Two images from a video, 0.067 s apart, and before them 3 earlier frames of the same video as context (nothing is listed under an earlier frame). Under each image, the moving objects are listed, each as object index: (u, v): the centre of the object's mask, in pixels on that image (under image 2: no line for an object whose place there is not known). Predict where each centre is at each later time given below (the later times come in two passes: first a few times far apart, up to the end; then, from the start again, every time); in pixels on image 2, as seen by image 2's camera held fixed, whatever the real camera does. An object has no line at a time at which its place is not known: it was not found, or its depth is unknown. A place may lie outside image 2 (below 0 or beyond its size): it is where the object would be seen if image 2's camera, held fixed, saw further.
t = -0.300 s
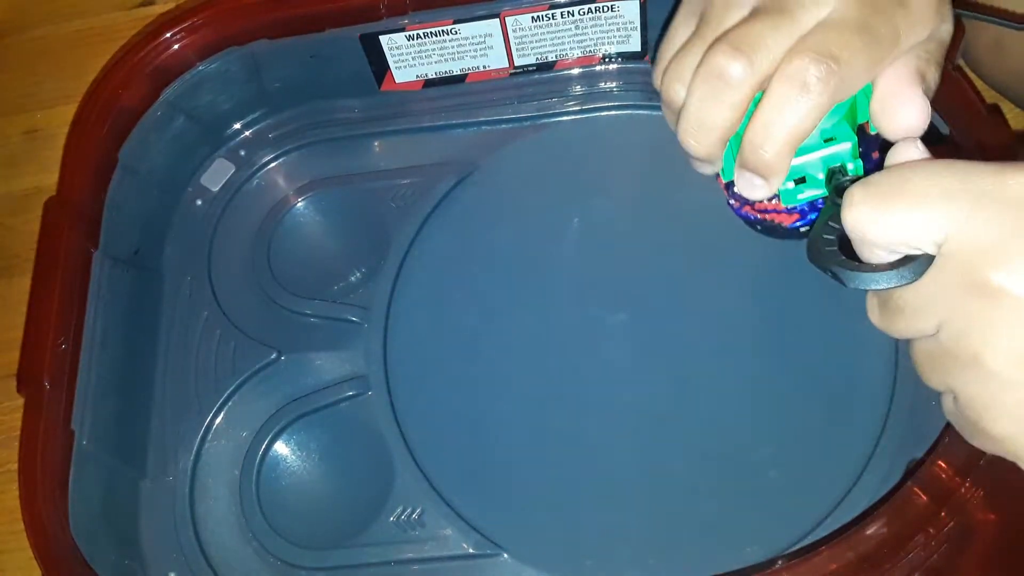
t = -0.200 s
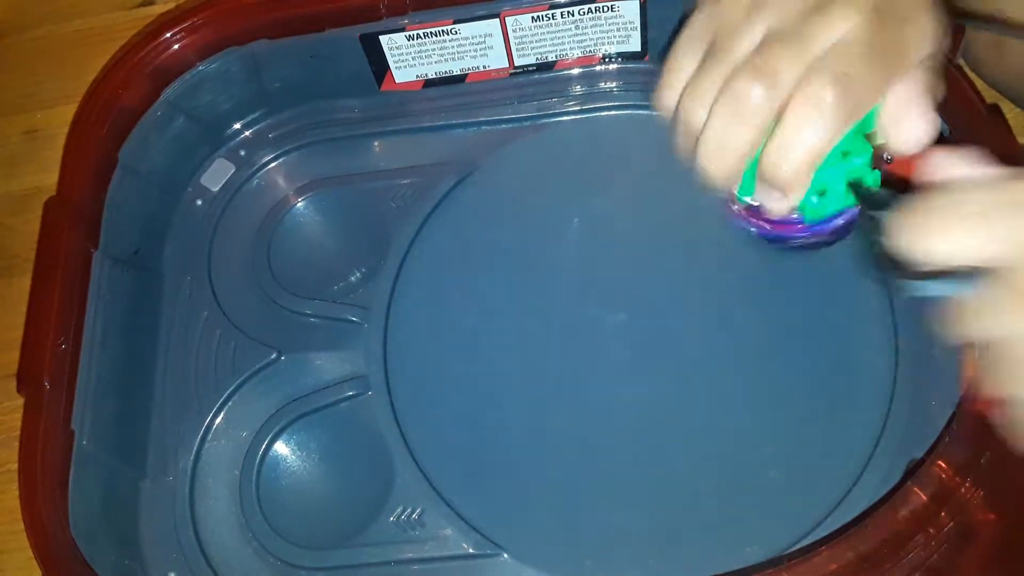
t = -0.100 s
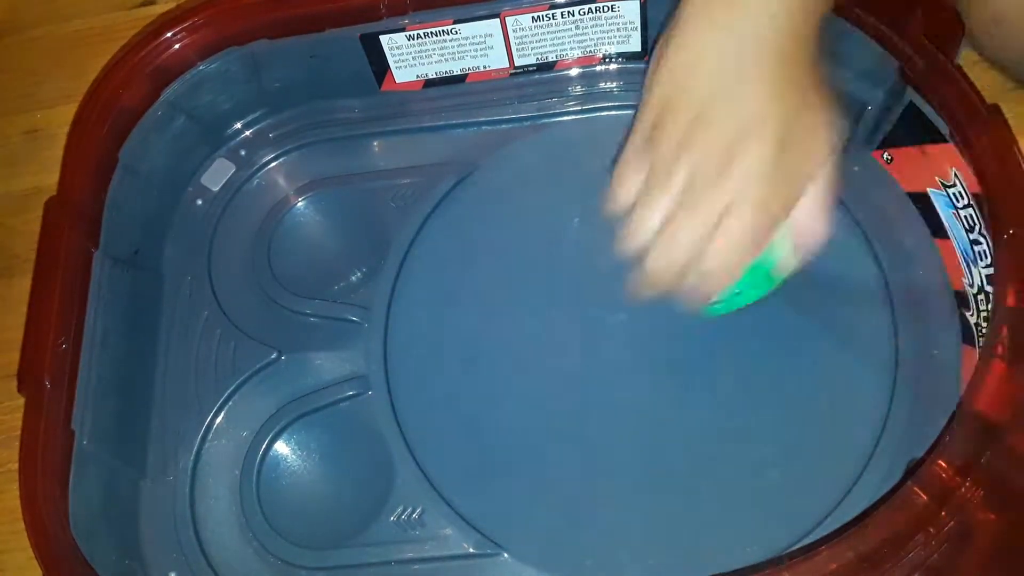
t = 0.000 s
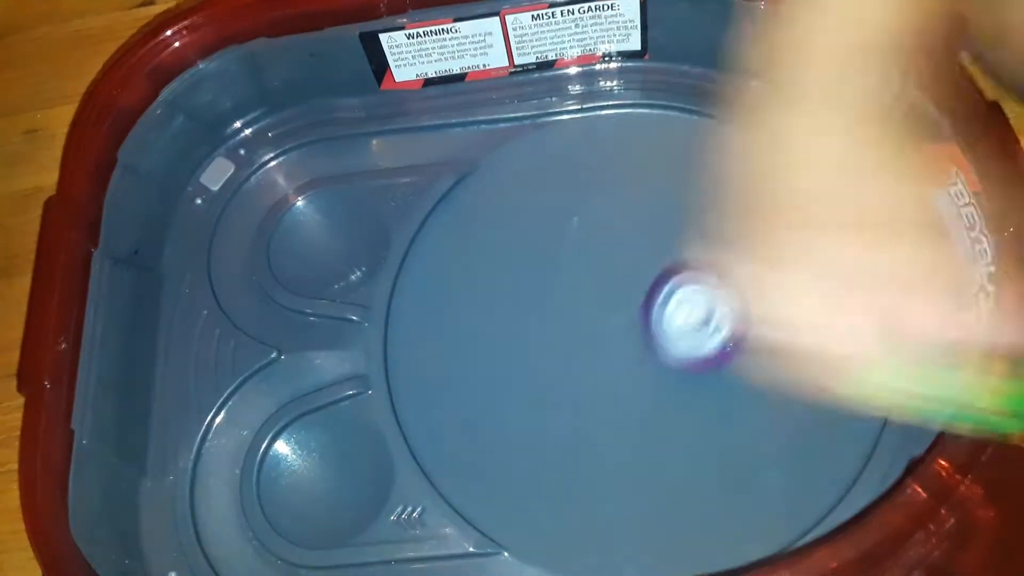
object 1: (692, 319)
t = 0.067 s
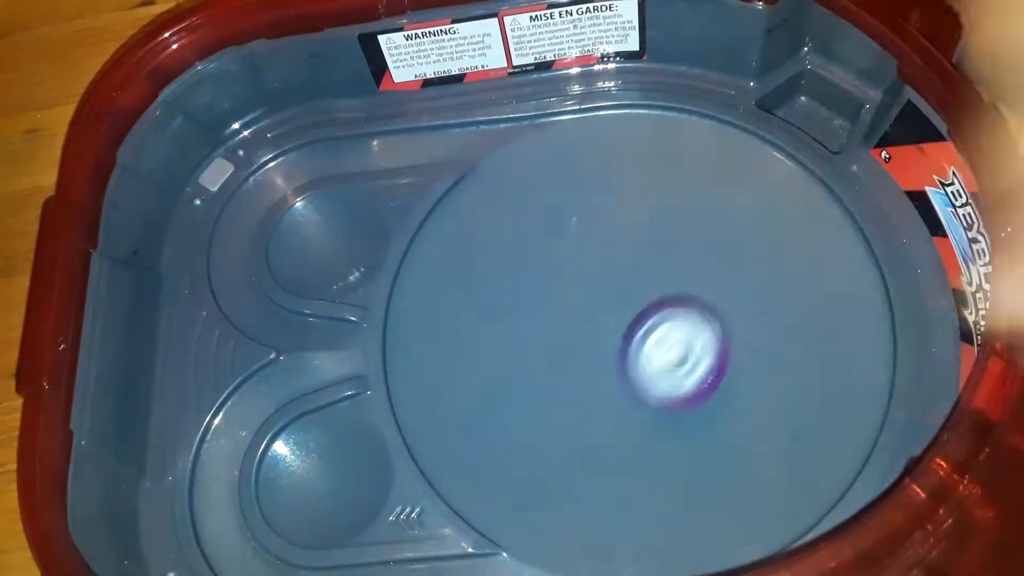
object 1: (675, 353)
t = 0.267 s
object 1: (597, 439)
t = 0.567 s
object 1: (573, 426)
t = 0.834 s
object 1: (621, 324)
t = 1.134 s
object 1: (614, 294)
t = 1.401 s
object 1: (526, 359)
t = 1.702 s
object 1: (505, 424)
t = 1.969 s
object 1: (583, 378)
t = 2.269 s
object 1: (591, 262)
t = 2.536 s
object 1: (516, 234)
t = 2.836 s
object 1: (474, 318)
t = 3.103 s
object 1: (536, 332)
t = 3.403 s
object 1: (615, 214)
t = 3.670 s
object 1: (588, 200)
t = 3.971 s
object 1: (547, 284)
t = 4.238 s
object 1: (695, 307)
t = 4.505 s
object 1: (747, 222)
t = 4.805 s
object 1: (552, 221)
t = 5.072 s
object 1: (531, 450)
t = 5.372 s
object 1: (813, 428)
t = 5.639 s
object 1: (747, 165)
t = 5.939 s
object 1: (442, 244)
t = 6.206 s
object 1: (584, 524)
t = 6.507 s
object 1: (854, 316)
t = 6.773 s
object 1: (648, 137)
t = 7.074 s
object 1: (421, 337)
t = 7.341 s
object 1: (657, 525)
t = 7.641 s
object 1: (840, 277)
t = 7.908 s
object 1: (610, 147)
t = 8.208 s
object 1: (422, 369)
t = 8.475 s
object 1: (668, 516)
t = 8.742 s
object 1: (813, 294)
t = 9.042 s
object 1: (582, 160)
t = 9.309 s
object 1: (435, 349)
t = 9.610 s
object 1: (688, 483)
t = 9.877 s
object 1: (790, 264)
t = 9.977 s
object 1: (732, 195)
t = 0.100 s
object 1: (662, 369)
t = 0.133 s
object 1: (648, 385)
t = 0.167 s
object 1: (635, 401)
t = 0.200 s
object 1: (622, 415)
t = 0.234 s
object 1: (609, 428)
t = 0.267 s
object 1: (597, 439)
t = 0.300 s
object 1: (588, 447)
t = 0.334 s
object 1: (579, 454)
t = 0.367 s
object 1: (572, 458)
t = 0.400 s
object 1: (568, 459)
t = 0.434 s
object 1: (565, 457)
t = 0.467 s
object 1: (565, 453)
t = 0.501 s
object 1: (566, 447)
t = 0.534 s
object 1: (569, 437)
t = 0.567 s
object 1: (573, 426)
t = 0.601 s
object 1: (579, 414)
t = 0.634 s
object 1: (584, 401)
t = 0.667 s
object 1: (591, 388)
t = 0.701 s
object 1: (598, 374)
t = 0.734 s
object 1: (604, 360)
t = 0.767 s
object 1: (610, 347)
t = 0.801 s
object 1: (616, 335)
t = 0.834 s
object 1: (621, 324)
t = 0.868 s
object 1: (626, 315)
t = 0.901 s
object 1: (629, 306)
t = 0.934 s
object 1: (631, 300)
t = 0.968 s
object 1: (632, 295)
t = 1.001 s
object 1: (631, 291)
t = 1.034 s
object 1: (629, 290)
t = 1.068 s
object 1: (626, 290)
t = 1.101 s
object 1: (621, 291)
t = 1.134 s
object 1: (614, 294)
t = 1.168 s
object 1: (606, 299)
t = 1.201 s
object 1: (597, 304)
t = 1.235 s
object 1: (587, 312)
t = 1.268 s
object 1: (575, 320)
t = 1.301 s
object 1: (563, 329)
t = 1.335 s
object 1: (551, 338)
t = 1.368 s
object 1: (539, 348)
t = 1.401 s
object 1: (526, 359)
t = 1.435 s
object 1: (516, 369)
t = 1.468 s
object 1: (506, 380)
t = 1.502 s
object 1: (499, 389)
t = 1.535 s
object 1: (494, 398)
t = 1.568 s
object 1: (492, 406)
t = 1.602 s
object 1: (492, 412)
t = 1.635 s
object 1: (494, 418)
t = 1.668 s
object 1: (499, 421)
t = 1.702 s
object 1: (505, 424)
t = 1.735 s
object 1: (514, 424)
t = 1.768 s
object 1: (523, 423)
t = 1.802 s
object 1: (534, 420)
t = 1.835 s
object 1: (545, 415)
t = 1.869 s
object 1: (556, 408)
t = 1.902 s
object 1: (566, 400)
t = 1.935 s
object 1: (575, 390)
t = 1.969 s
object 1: (583, 378)
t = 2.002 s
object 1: (590, 366)
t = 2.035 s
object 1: (596, 352)
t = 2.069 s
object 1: (600, 339)
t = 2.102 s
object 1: (603, 326)
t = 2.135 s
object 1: (604, 311)
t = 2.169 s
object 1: (603, 298)
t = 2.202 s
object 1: (600, 286)
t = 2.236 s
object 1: (596, 273)
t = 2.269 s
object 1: (591, 262)
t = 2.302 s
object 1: (584, 253)
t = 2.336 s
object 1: (576, 244)
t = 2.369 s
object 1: (567, 238)
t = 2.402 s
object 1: (558, 233)
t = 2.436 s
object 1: (547, 231)
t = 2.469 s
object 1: (537, 230)
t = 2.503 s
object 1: (527, 231)
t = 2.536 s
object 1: (516, 234)
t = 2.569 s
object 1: (506, 239)
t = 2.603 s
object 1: (497, 245)
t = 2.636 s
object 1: (490, 253)
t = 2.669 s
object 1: (483, 263)
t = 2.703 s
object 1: (478, 273)
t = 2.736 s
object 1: (475, 284)
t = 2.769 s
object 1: (473, 296)
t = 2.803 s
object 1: (473, 307)
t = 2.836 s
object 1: (474, 318)
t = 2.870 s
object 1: (476, 328)
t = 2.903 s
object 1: (480, 336)
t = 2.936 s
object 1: (486, 343)
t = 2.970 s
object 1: (493, 347)
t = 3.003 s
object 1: (501, 347)
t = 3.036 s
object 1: (513, 345)
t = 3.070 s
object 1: (524, 340)
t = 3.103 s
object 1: (536, 332)
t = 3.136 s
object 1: (549, 321)
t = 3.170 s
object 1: (561, 309)
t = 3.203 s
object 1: (573, 295)
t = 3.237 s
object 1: (583, 280)
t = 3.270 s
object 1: (592, 266)
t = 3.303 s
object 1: (599, 252)
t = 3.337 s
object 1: (606, 238)
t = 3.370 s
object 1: (611, 225)
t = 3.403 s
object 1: (615, 214)
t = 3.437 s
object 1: (617, 205)
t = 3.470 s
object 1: (617, 198)
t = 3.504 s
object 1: (615, 193)
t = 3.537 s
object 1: (612, 190)
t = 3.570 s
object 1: (608, 189)
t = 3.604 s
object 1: (602, 191)
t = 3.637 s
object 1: (595, 195)
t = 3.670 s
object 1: (588, 200)
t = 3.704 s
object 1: (580, 207)
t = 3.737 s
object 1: (572, 215)
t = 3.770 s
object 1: (563, 224)
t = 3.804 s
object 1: (555, 233)
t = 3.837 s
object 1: (546, 242)
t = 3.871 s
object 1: (540, 251)
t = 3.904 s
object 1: (538, 261)
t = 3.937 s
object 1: (540, 272)
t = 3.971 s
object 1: (547, 284)
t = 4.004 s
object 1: (559, 295)
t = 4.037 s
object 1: (574, 304)
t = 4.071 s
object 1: (591, 311)
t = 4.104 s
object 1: (612, 315)
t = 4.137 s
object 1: (633, 317)
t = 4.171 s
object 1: (655, 316)
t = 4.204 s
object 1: (676, 313)
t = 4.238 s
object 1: (695, 307)
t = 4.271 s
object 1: (714, 299)
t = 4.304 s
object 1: (730, 290)
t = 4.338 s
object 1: (742, 281)
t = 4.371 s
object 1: (751, 269)
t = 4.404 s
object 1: (756, 257)
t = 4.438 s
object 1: (757, 245)
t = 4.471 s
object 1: (754, 233)
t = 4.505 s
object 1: (747, 222)
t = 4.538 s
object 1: (737, 211)
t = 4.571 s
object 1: (723, 201)
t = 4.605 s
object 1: (704, 194)
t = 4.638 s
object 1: (682, 187)
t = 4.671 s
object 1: (660, 184)
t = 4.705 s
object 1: (632, 186)
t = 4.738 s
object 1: (604, 192)
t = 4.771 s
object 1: (576, 204)
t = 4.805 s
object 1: (552, 221)
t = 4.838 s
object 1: (531, 242)
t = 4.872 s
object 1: (513, 269)
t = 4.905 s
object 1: (501, 297)
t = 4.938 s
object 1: (494, 329)
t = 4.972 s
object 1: (494, 360)
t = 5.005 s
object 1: (500, 393)
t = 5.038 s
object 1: (512, 423)
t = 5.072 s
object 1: (531, 450)
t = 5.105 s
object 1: (557, 477)
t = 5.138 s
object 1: (585, 497)
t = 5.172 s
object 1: (618, 511)
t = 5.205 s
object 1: (657, 519)
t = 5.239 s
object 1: (694, 520)
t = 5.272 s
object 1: (733, 511)
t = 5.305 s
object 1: (765, 490)
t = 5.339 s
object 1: (791, 461)
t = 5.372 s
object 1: (813, 428)
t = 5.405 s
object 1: (830, 390)
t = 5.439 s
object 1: (839, 352)
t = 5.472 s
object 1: (843, 315)
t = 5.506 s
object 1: (837, 276)
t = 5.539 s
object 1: (823, 241)
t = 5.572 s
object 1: (802, 209)
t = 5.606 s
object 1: (779, 184)
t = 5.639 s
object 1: (747, 165)
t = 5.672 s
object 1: (716, 149)
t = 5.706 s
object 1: (679, 140)
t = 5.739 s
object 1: (642, 134)
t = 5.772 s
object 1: (604, 137)
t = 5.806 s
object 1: (559, 149)
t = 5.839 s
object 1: (520, 163)
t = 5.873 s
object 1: (487, 179)
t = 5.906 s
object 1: (463, 205)
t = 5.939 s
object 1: (442, 244)
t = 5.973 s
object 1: (427, 285)
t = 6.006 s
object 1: (419, 328)
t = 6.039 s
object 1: (423, 369)
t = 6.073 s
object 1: (439, 413)
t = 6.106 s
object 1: (463, 450)
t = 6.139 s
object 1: (498, 483)
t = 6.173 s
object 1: (539, 509)
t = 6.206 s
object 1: (584, 524)
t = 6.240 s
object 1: (629, 529)
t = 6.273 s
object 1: (677, 525)
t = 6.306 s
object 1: (723, 512)
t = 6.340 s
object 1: (761, 490)
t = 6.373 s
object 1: (795, 458)
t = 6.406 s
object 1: (820, 425)
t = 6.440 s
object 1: (840, 388)
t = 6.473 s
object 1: (852, 353)
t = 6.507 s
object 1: (854, 316)
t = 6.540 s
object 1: (844, 277)
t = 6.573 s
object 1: (831, 244)
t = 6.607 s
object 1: (810, 214)
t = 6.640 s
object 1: (781, 188)
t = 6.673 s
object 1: (749, 167)
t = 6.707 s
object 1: (719, 151)
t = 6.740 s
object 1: (685, 142)
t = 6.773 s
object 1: (648, 137)
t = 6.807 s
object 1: (610, 140)
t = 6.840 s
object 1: (569, 149)
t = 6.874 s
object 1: (533, 163)
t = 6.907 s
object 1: (500, 178)
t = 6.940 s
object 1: (471, 200)
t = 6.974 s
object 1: (447, 229)
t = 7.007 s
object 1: (433, 262)
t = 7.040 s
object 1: (423, 299)
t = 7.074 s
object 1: (421, 337)
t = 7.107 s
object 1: (427, 376)
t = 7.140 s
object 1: (441, 414)
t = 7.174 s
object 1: (463, 449)
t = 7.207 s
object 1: (494, 479)
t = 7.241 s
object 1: (530, 503)
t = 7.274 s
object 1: (570, 519)
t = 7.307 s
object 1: (614, 525)
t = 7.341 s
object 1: (657, 525)
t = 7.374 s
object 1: (700, 518)
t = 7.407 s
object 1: (739, 504)
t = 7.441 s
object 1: (773, 480)
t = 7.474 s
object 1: (800, 453)
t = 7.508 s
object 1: (821, 420)
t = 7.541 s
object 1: (839, 386)
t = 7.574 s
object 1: (846, 348)
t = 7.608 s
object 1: (848, 313)
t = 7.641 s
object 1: (840, 277)
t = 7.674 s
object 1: (827, 246)
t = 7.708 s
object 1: (806, 217)
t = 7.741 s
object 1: (780, 192)
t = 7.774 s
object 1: (750, 172)
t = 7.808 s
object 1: (715, 158)
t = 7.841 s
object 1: (681, 149)
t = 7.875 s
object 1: (644, 144)
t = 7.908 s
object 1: (610, 147)
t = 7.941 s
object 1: (571, 158)
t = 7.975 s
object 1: (537, 168)
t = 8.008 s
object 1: (505, 185)
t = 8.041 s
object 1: (479, 207)
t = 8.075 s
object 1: (456, 234)
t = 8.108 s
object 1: (439, 262)
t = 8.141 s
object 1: (426, 298)
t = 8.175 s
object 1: (420, 332)
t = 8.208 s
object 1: (422, 369)
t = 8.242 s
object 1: (435, 404)
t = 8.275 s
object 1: (455, 437)
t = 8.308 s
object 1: (480, 465)
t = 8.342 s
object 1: (512, 490)
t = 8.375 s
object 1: (548, 510)
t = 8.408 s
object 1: (586, 520)
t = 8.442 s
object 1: (628, 521)
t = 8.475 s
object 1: (668, 516)
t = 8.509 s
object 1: (703, 504)
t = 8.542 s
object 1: (735, 484)
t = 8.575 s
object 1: (765, 457)
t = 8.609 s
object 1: (787, 429)
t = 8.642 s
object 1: (804, 398)
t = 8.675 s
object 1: (814, 362)
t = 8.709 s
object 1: (818, 329)
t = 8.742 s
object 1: (813, 294)
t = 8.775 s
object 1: (802, 264)
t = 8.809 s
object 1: (786, 234)
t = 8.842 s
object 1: (763, 209)
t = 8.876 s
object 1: (741, 191)
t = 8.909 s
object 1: (712, 174)
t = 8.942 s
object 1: (680, 161)
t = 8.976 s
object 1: (646, 156)
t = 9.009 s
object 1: (615, 156)
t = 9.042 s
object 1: (582, 160)
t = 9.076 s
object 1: (551, 169)
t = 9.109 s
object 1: (520, 184)
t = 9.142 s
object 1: (495, 200)
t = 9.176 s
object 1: (471, 224)
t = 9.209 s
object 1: (454, 252)
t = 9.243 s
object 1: (442, 283)
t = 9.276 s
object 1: (434, 314)
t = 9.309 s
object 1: (435, 349)
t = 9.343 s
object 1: (444, 382)
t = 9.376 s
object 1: (460, 411)
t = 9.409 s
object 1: (484, 440)
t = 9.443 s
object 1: (511, 463)
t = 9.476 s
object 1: (544, 481)
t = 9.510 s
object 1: (580, 492)
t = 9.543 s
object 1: (617, 497)
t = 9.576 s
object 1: (654, 494)
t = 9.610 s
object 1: (688, 483)
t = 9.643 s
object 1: (720, 465)
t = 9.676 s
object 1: (748, 441)
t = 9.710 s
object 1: (771, 416)
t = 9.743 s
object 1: (788, 385)
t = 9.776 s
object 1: (798, 354)
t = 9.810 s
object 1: (801, 324)
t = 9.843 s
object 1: (799, 294)
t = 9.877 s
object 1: (790, 264)
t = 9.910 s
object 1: (776, 238)
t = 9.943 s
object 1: (755, 214)
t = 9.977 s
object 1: (732, 195)
